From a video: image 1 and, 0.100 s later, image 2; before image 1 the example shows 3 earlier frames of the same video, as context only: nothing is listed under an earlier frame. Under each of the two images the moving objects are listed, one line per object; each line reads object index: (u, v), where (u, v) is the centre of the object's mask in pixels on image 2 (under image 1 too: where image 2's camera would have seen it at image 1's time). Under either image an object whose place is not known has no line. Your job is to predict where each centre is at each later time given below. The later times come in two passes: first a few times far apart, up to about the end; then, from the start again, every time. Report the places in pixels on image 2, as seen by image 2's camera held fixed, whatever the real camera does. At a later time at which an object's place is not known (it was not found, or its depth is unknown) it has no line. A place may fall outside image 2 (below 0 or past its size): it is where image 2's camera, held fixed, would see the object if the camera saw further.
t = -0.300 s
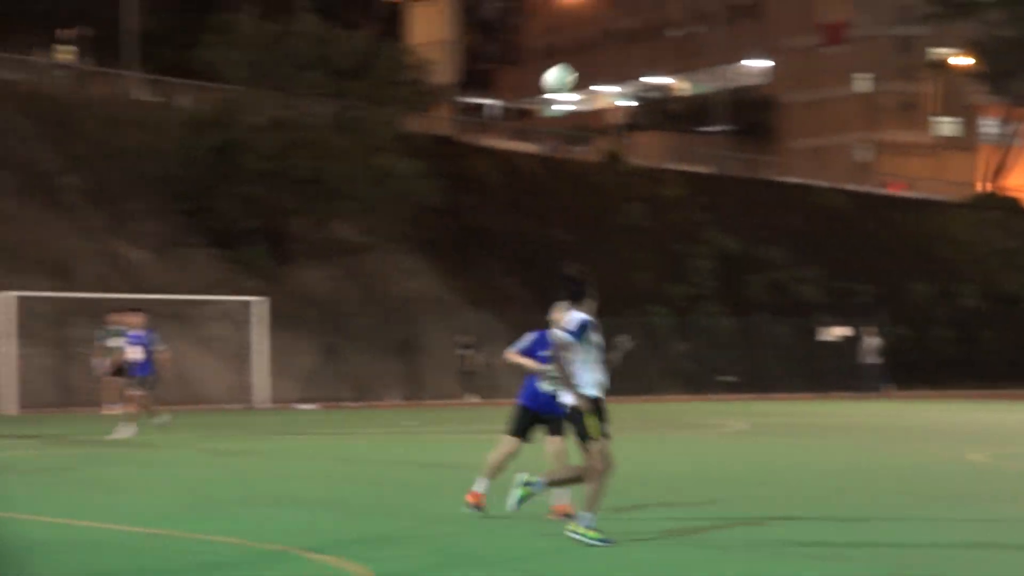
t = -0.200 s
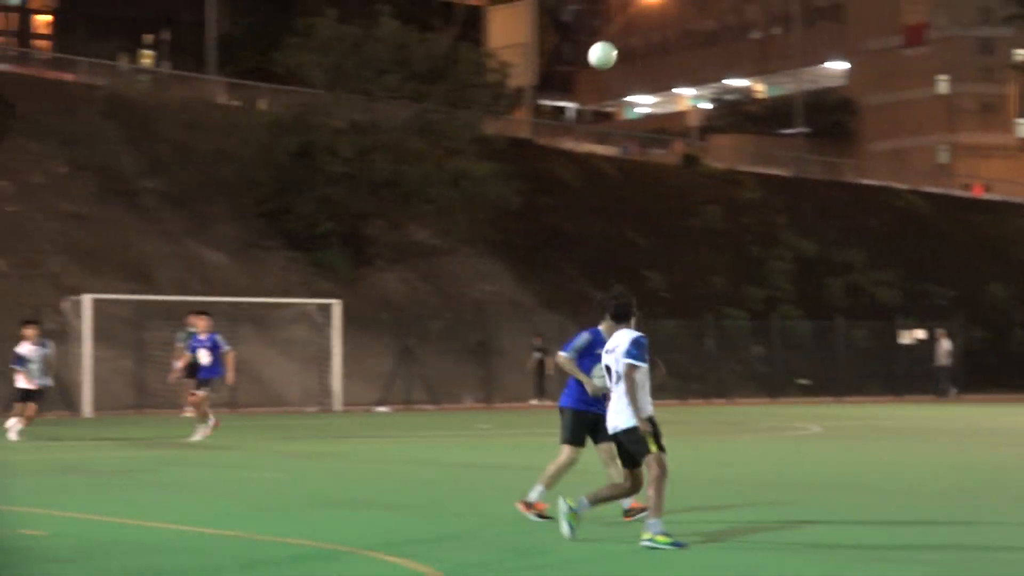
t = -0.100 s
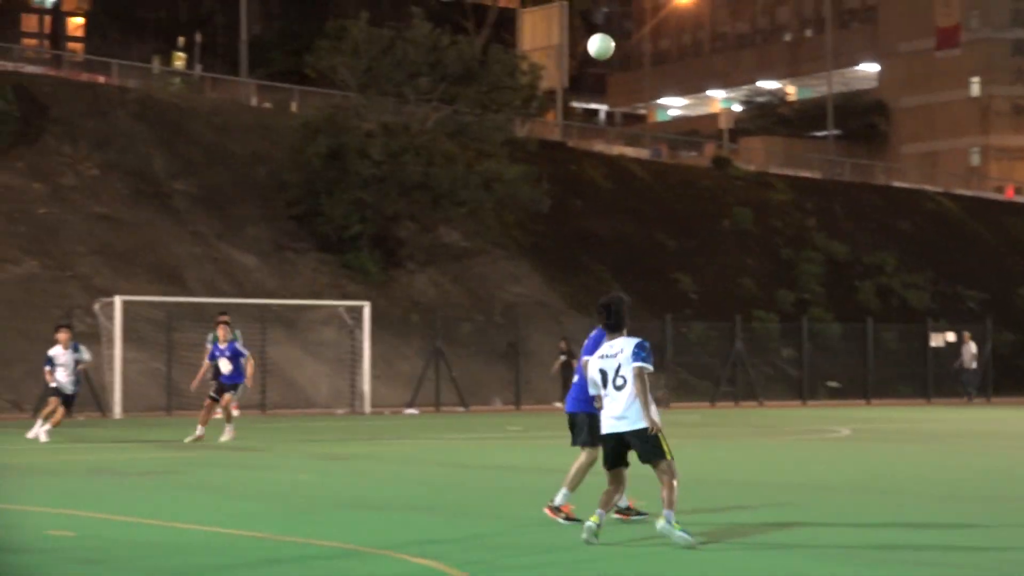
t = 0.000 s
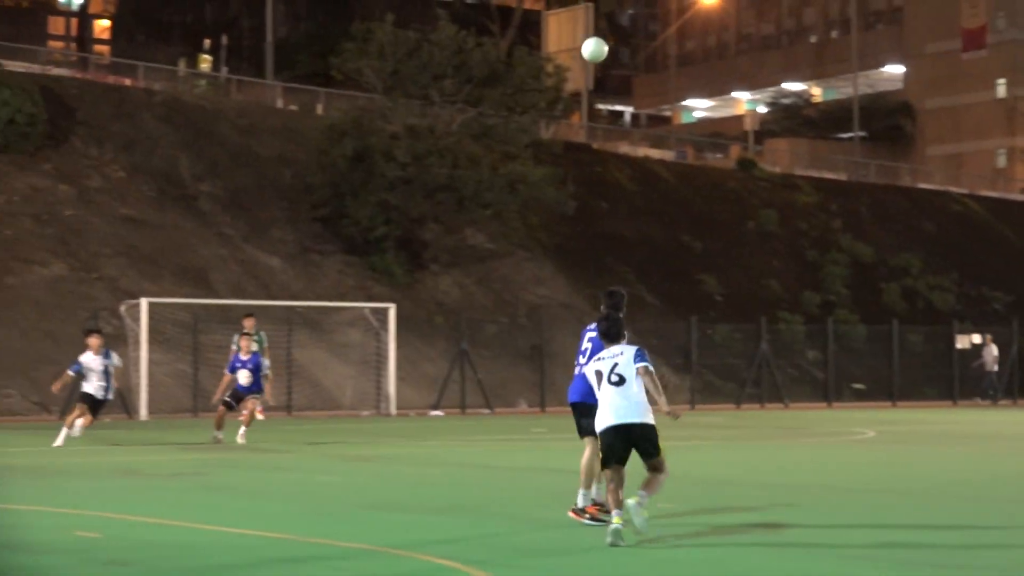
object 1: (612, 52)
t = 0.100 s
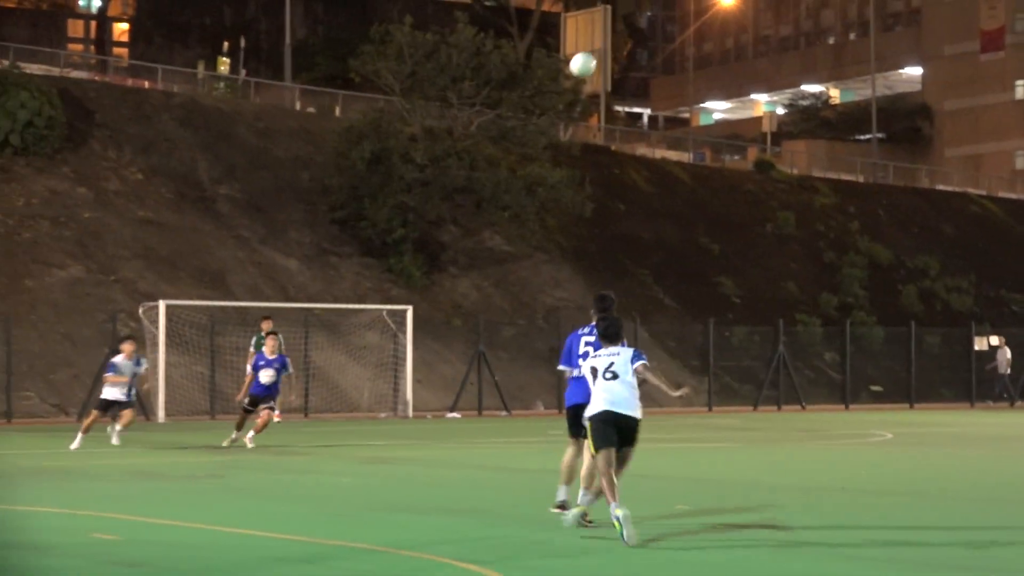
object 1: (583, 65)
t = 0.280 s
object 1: (532, 113)
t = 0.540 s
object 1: (464, 228)
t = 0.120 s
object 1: (577, 69)
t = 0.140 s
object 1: (571, 73)
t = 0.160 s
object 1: (566, 77)
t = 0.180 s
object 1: (560, 83)
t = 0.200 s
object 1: (554, 88)
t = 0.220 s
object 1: (549, 94)
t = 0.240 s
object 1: (543, 100)
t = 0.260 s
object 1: (538, 106)
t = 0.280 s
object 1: (532, 113)
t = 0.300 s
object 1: (527, 120)
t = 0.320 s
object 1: (522, 127)
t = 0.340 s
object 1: (516, 135)
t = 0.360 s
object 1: (511, 143)
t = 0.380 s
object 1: (506, 151)
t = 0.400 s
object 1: (501, 160)
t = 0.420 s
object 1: (495, 169)
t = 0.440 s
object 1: (490, 178)
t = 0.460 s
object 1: (485, 188)
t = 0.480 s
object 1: (480, 197)
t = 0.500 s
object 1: (474, 208)
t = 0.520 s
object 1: (469, 218)
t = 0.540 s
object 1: (464, 228)
